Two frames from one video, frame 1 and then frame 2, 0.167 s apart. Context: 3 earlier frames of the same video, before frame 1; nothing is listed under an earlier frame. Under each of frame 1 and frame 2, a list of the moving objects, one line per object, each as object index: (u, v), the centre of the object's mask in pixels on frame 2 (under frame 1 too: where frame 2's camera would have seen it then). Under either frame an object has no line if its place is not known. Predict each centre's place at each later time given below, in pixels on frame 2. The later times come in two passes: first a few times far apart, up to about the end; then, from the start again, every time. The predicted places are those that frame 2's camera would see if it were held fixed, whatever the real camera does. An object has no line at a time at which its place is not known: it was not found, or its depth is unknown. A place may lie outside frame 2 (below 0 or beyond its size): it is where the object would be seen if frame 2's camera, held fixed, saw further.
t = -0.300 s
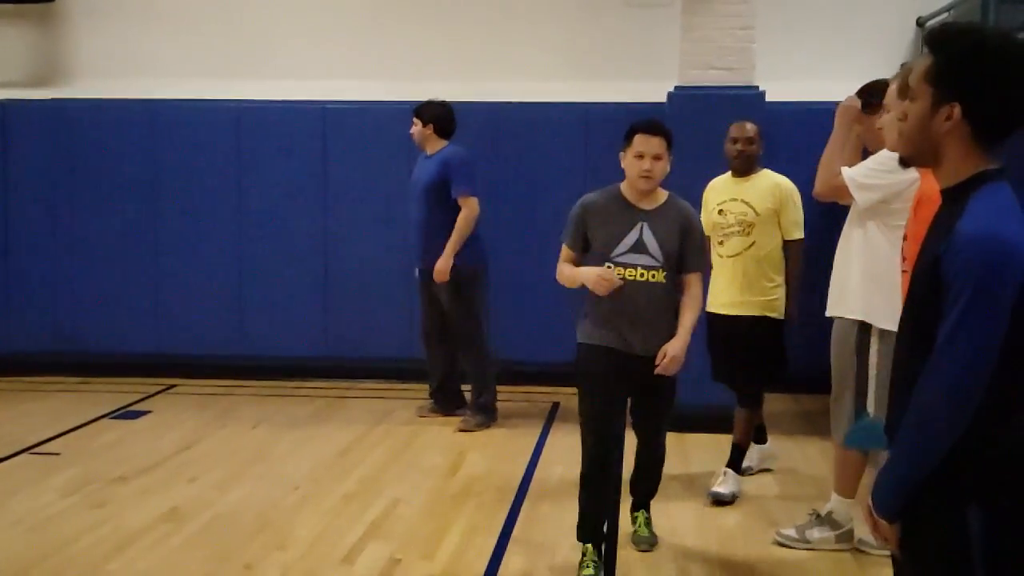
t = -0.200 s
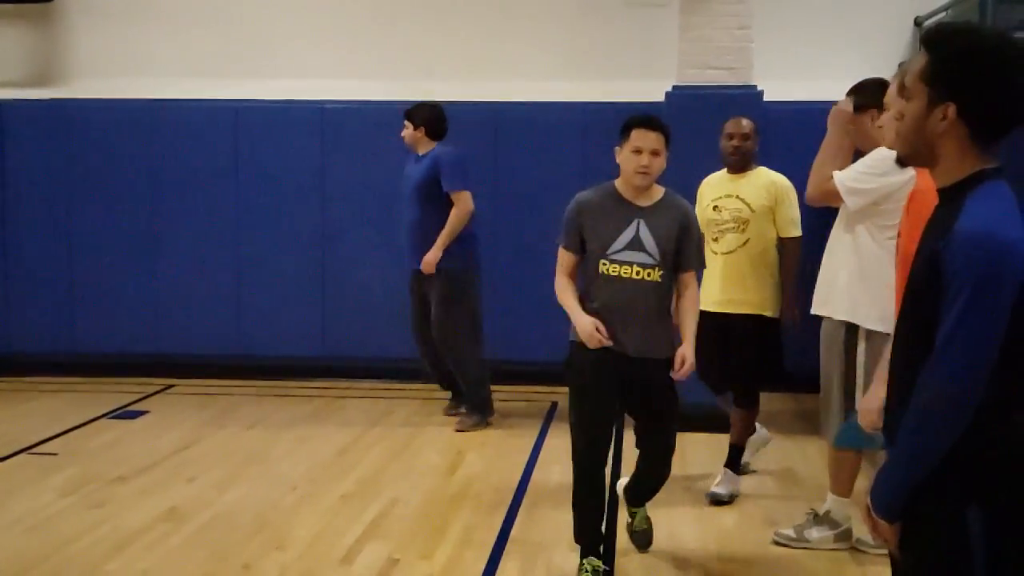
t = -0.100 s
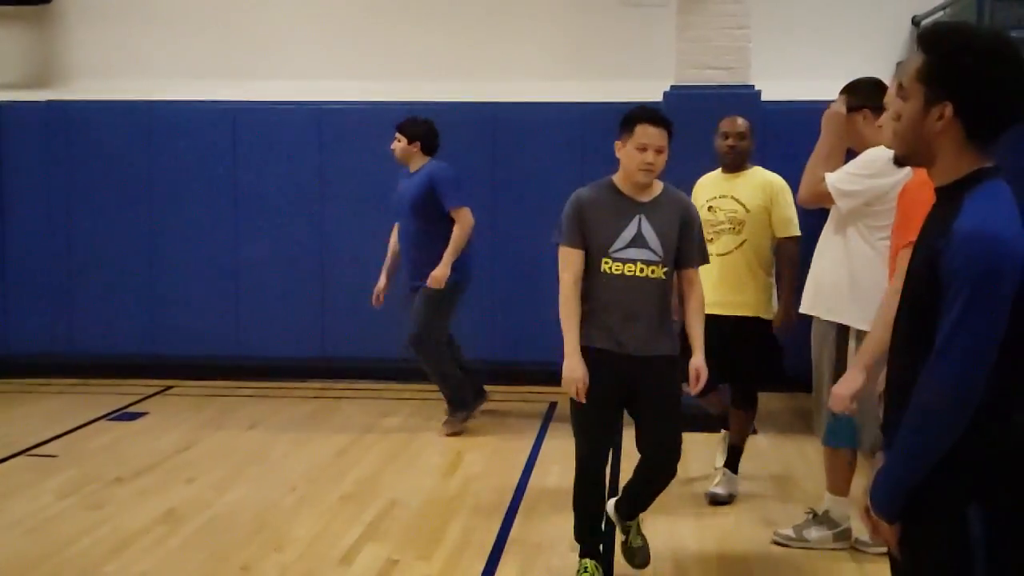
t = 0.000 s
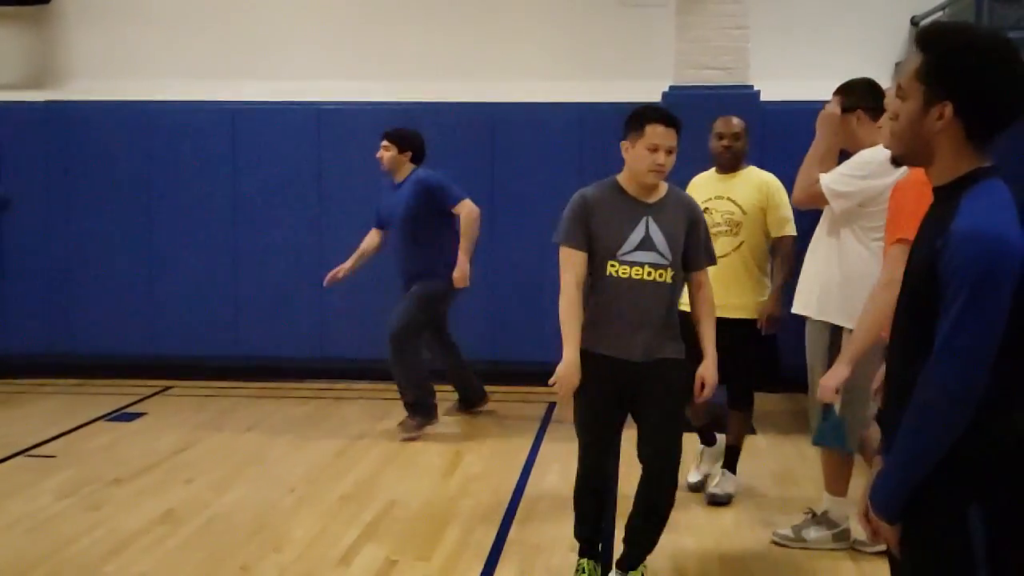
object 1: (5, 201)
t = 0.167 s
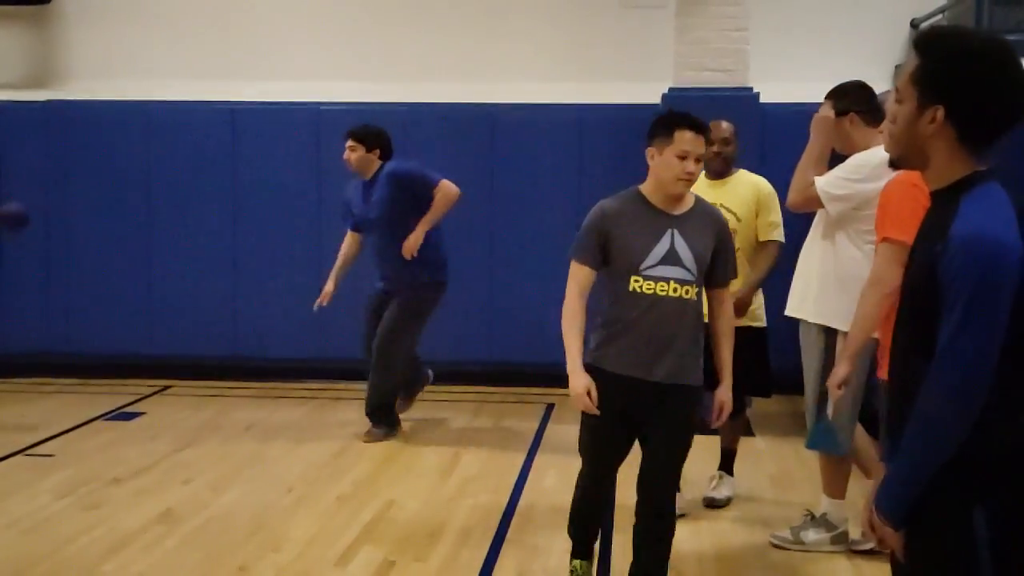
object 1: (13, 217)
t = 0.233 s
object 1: (22, 238)
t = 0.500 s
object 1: (61, 424)
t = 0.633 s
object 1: (79, 433)
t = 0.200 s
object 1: (16, 227)
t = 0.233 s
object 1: (22, 238)
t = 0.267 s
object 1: (26, 252)
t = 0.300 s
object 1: (30, 269)
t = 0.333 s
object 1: (35, 288)
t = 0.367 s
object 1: (40, 308)
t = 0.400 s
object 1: (45, 334)
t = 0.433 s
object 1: (48, 362)
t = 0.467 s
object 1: (55, 391)
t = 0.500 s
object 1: (61, 424)
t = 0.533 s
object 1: (67, 460)
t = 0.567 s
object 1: (72, 472)
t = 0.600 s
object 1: (75, 451)
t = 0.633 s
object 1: (79, 433)
